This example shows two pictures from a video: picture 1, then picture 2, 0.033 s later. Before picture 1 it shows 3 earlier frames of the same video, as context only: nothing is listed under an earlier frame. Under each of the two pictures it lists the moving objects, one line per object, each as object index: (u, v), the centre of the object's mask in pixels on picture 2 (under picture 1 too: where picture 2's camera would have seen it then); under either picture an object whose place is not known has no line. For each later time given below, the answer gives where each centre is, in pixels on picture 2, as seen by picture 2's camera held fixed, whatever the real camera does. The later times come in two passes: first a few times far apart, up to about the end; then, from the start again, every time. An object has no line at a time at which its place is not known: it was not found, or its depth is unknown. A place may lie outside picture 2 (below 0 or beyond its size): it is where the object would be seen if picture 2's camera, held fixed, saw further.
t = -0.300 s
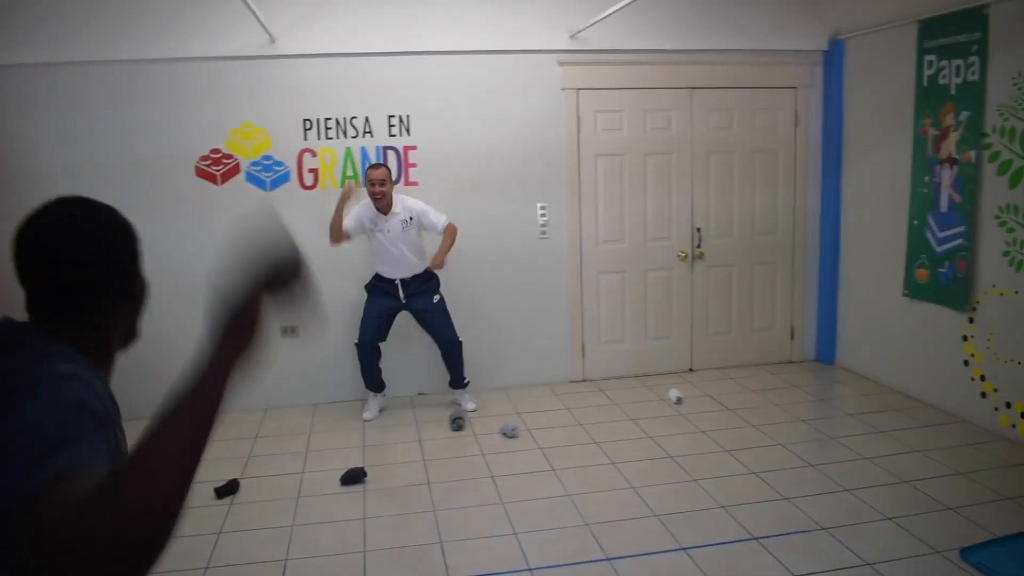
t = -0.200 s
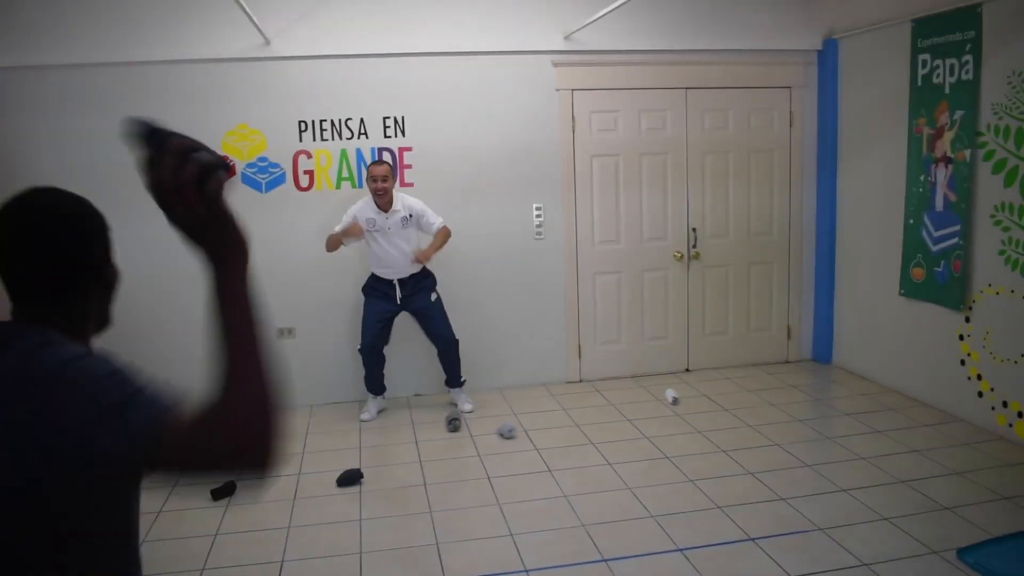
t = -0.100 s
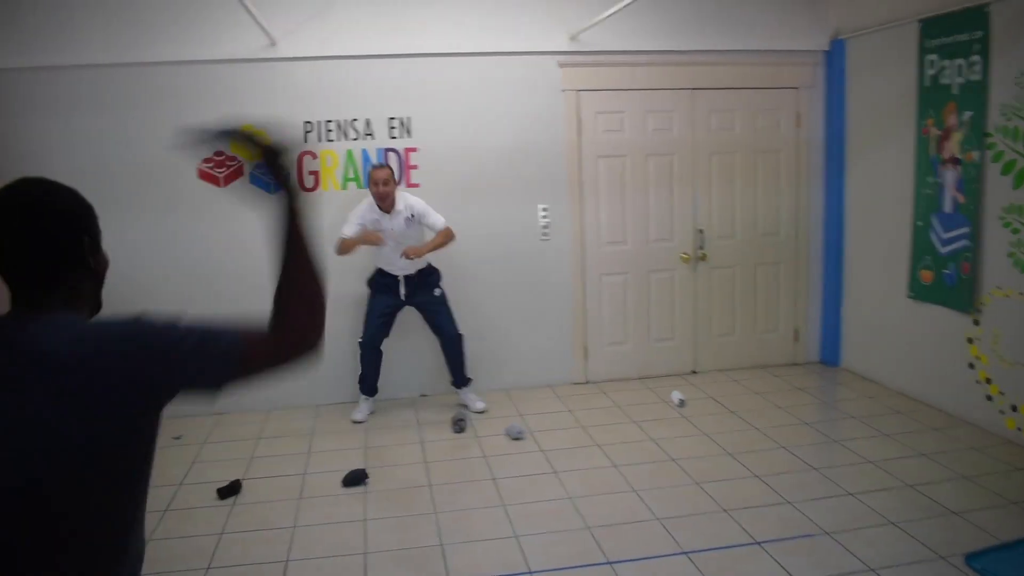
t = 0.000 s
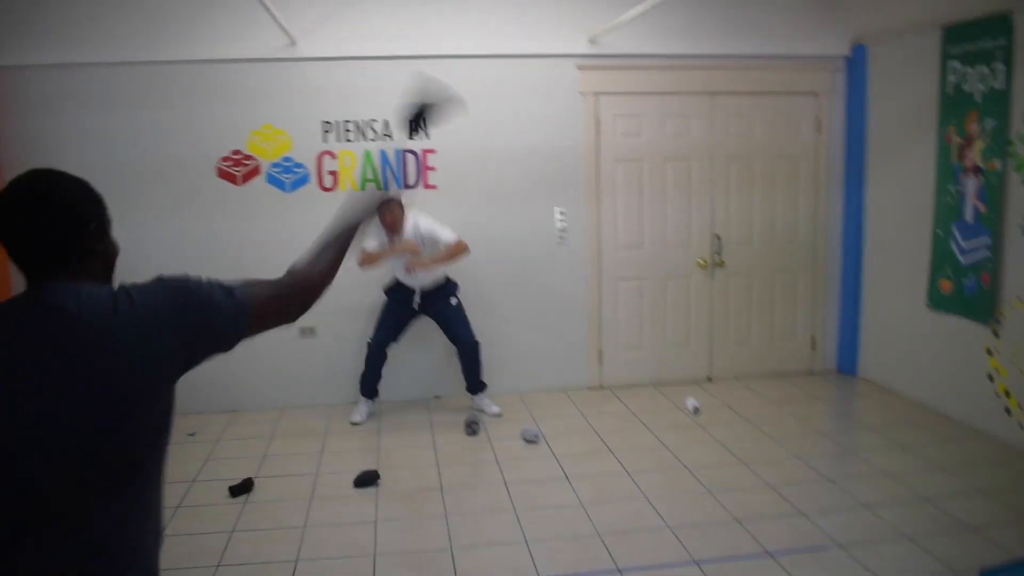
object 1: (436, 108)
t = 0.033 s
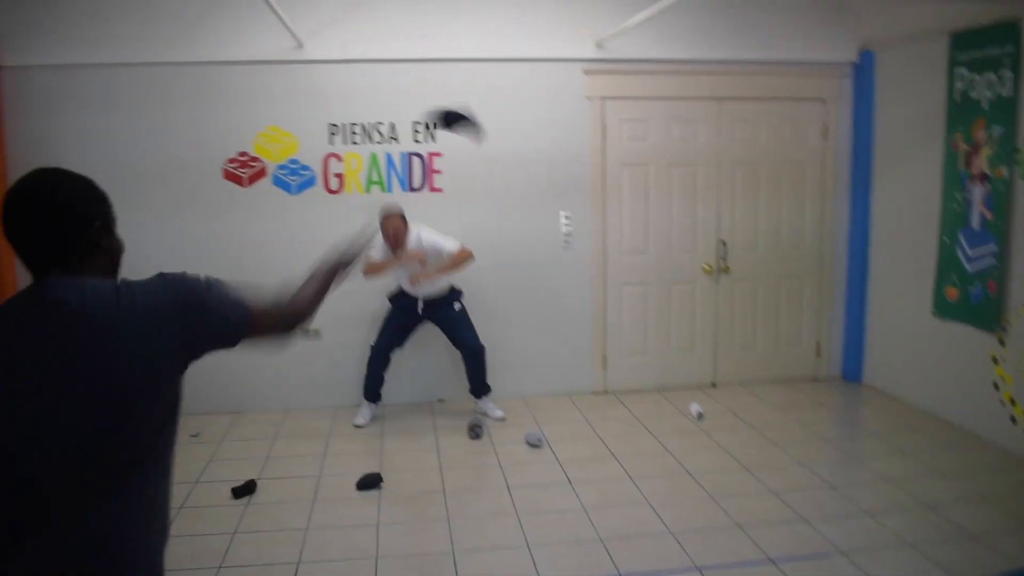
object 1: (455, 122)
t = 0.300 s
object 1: (524, 217)
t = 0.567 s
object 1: (547, 341)
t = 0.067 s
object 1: (469, 134)
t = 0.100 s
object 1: (481, 142)
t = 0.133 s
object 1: (490, 153)
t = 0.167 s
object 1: (497, 163)
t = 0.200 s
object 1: (506, 172)
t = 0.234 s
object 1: (515, 185)
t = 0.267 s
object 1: (521, 204)
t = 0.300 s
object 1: (524, 217)
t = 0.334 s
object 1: (527, 229)
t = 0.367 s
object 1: (530, 241)
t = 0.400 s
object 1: (533, 252)
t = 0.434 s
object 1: (536, 265)
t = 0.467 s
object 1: (539, 281)
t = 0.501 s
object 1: (541, 298)
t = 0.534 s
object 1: (544, 319)
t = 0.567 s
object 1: (547, 341)
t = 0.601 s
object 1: (550, 363)
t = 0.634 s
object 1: (553, 388)
